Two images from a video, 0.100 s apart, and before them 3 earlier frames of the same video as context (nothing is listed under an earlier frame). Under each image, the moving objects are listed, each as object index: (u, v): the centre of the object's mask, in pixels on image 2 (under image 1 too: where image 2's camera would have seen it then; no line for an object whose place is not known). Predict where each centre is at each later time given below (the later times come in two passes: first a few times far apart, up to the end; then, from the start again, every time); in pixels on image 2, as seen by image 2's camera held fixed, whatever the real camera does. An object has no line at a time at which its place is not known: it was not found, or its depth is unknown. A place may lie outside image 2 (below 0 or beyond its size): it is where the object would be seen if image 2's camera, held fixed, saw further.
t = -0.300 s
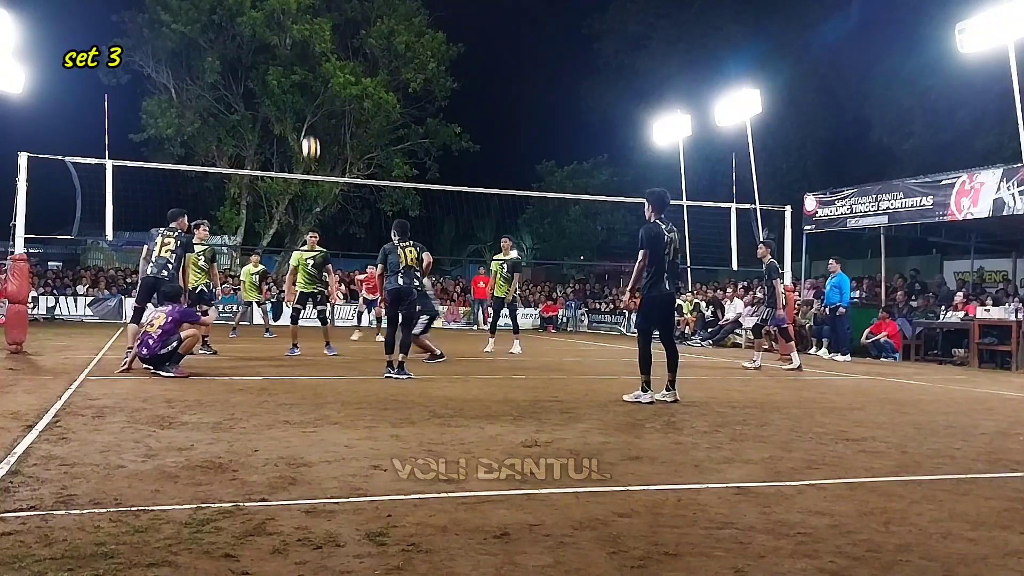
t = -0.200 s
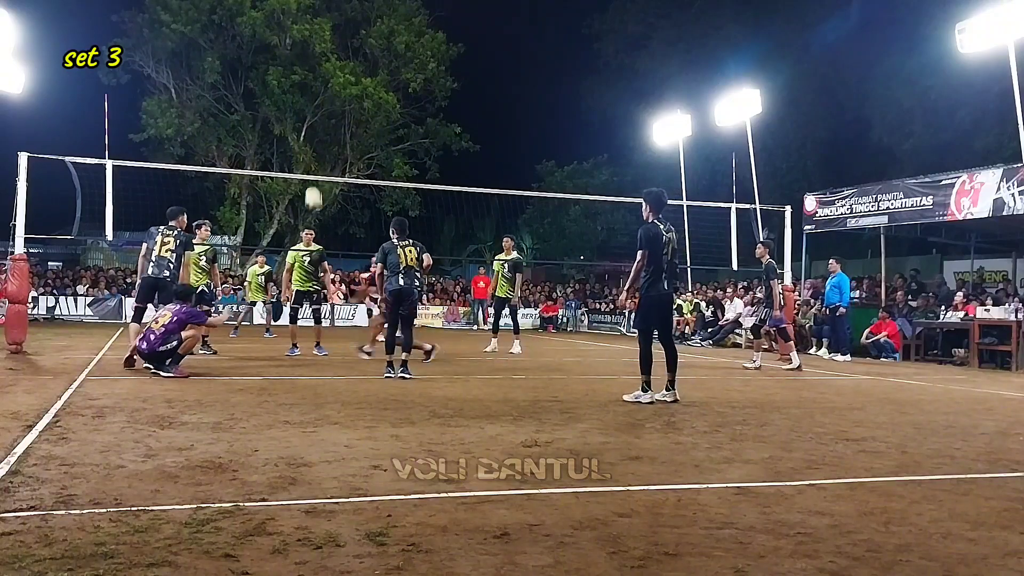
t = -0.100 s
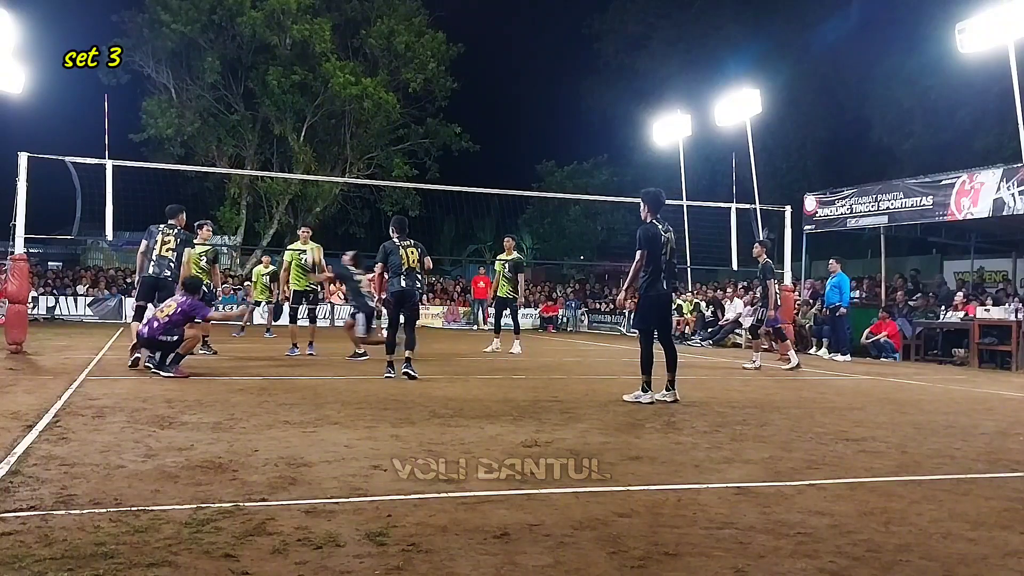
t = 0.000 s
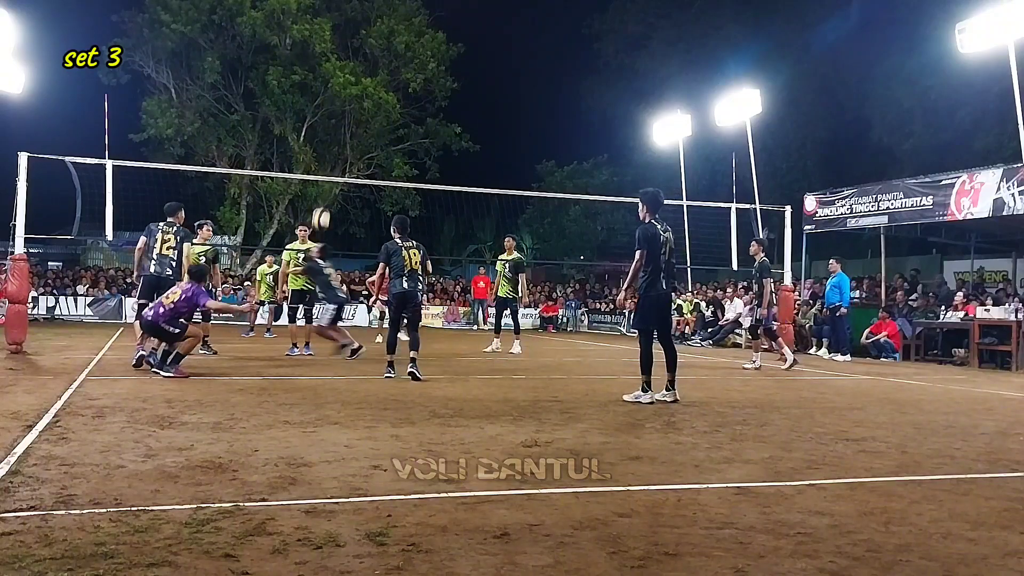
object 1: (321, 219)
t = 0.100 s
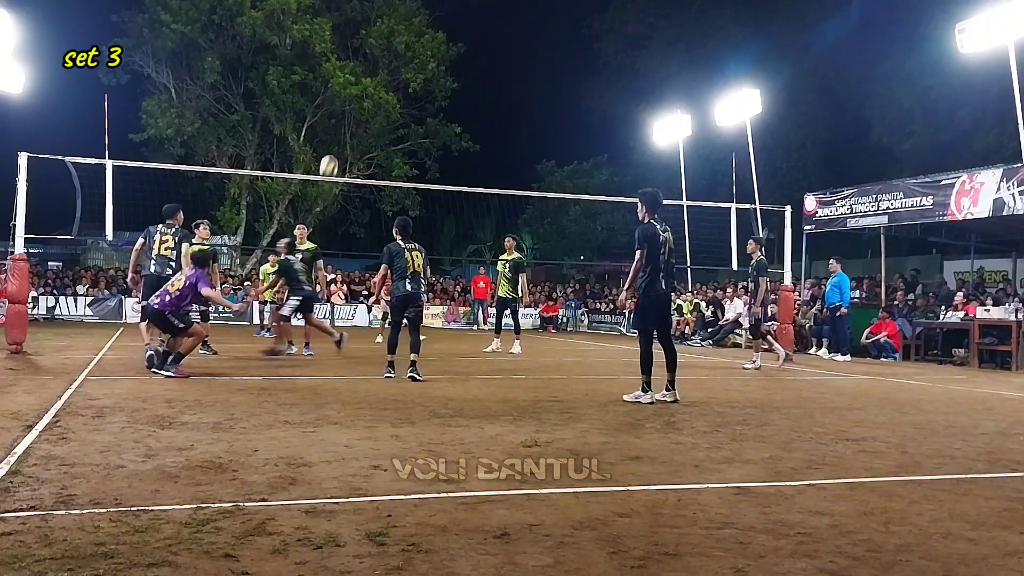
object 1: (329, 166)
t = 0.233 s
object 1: (340, 108)
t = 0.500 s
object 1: (366, 28)
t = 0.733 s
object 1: (390, 5)
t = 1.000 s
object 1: (419, 30)
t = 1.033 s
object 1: (422, 39)
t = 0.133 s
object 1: (332, 151)
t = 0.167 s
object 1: (334, 136)
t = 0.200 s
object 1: (337, 122)
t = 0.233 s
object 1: (340, 108)
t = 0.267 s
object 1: (343, 95)
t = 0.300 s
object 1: (347, 84)
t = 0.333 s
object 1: (350, 72)
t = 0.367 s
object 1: (353, 61)
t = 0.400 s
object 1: (356, 51)
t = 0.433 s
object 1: (360, 42)
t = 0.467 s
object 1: (363, 34)
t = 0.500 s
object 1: (366, 28)
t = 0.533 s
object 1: (369, 21)
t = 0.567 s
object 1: (373, 15)
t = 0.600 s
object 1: (376, 10)
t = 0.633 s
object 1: (380, 8)
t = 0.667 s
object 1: (383, 7)
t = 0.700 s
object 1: (387, 6)
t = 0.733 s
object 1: (390, 5)
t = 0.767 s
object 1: (394, 5)
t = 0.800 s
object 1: (398, 6)
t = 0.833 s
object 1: (401, 7)
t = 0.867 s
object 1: (405, 9)
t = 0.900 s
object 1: (408, 11)
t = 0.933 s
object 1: (412, 17)
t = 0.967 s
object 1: (416, 23)
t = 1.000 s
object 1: (419, 30)
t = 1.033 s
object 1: (422, 39)
